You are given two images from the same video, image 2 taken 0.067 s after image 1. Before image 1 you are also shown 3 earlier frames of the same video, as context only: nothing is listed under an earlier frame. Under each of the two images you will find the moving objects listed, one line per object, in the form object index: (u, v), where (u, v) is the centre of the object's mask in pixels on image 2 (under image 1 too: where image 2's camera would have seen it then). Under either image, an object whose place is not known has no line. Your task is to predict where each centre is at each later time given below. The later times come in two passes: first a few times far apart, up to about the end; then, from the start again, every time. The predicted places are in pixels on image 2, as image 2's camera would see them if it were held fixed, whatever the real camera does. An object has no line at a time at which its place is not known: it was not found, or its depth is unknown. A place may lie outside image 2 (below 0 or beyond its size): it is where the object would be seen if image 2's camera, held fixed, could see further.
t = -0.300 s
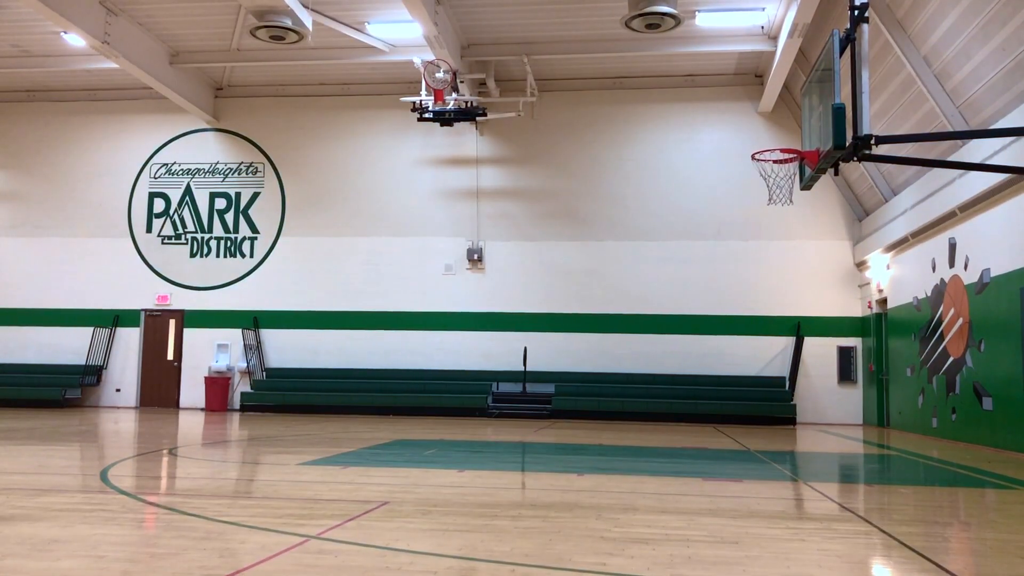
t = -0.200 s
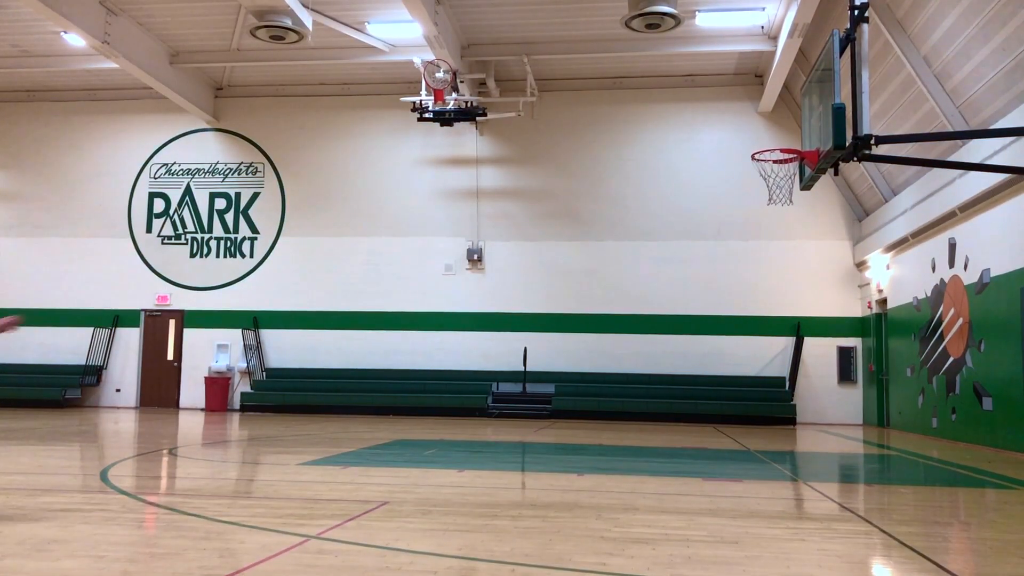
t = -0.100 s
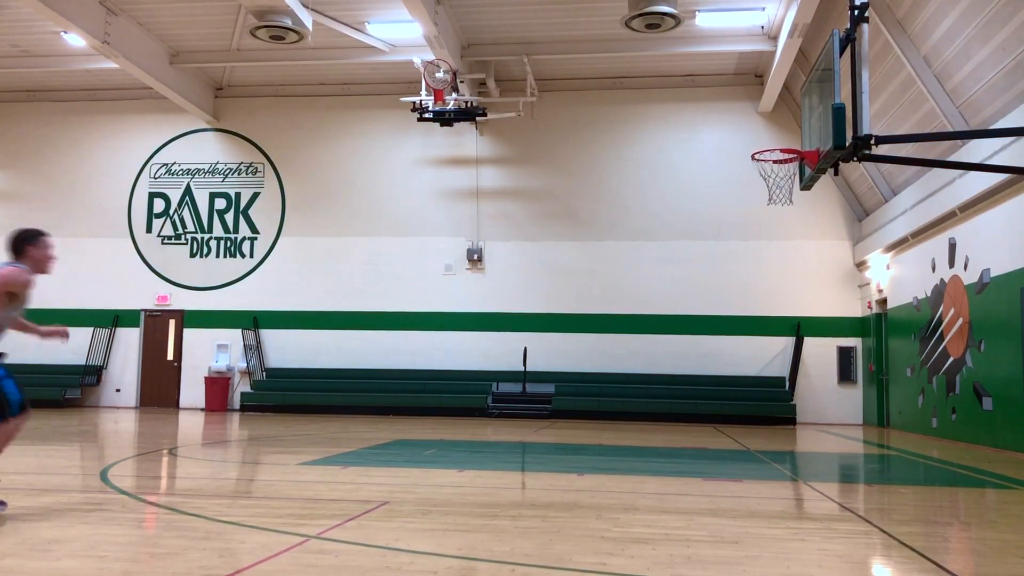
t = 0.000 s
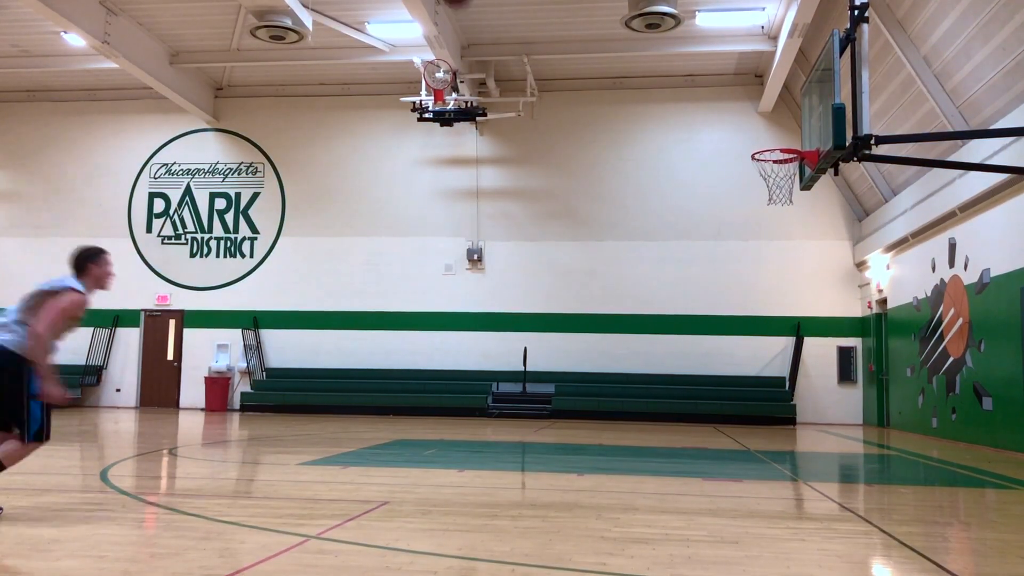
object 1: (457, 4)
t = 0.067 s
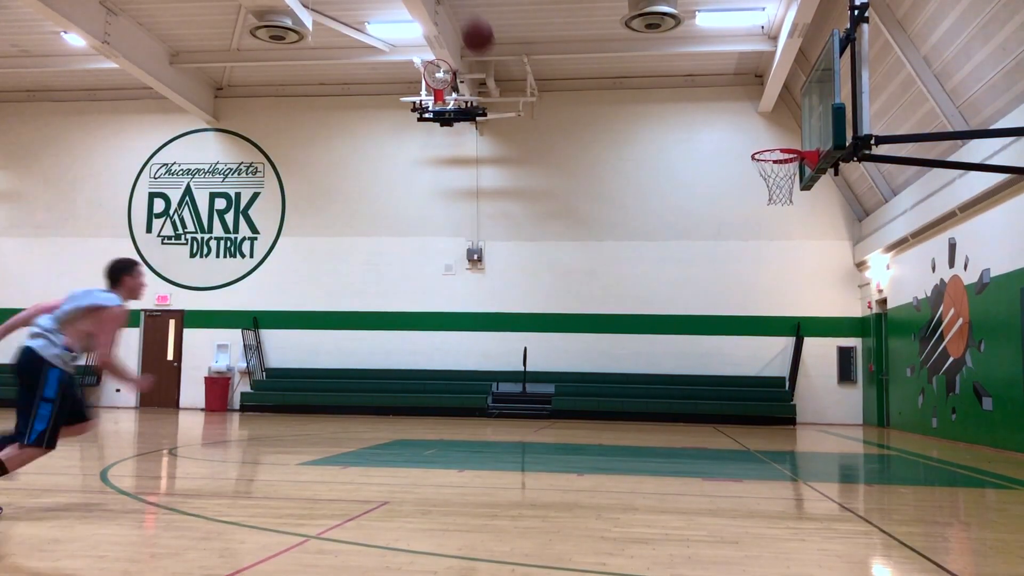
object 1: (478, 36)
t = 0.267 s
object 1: (539, 194)
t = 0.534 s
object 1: (610, 444)
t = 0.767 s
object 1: (628, 316)
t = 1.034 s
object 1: (647, 219)
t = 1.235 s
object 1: (661, 200)
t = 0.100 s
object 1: (489, 61)
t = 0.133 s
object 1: (499, 84)
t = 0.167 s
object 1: (510, 112)
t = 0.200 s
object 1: (519, 138)
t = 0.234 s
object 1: (529, 166)
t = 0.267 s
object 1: (539, 194)
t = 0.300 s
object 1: (548, 222)
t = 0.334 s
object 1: (557, 252)
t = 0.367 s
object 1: (566, 281)
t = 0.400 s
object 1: (575, 311)
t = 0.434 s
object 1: (584, 344)
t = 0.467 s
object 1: (592, 376)
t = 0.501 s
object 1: (601, 409)
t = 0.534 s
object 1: (610, 444)
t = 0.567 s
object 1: (615, 447)
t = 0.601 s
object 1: (617, 419)
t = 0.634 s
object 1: (620, 395)
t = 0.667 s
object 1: (622, 374)
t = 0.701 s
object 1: (624, 353)
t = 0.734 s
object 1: (626, 334)
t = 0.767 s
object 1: (628, 316)
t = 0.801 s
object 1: (631, 298)
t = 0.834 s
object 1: (633, 284)
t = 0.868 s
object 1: (636, 270)
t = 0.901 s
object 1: (638, 257)
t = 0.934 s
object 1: (640, 246)
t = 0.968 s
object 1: (642, 236)
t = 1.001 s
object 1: (645, 227)
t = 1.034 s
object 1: (647, 219)
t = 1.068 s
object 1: (649, 213)
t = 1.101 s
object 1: (652, 208)
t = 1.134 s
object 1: (654, 204)
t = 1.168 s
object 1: (656, 201)
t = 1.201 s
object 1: (658, 200)
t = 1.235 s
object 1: (661, 200)
